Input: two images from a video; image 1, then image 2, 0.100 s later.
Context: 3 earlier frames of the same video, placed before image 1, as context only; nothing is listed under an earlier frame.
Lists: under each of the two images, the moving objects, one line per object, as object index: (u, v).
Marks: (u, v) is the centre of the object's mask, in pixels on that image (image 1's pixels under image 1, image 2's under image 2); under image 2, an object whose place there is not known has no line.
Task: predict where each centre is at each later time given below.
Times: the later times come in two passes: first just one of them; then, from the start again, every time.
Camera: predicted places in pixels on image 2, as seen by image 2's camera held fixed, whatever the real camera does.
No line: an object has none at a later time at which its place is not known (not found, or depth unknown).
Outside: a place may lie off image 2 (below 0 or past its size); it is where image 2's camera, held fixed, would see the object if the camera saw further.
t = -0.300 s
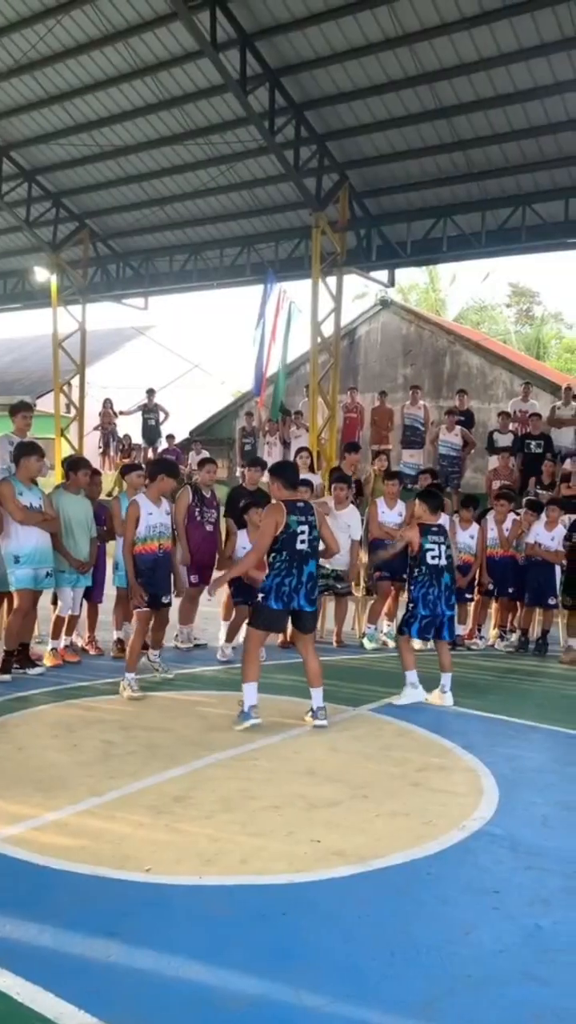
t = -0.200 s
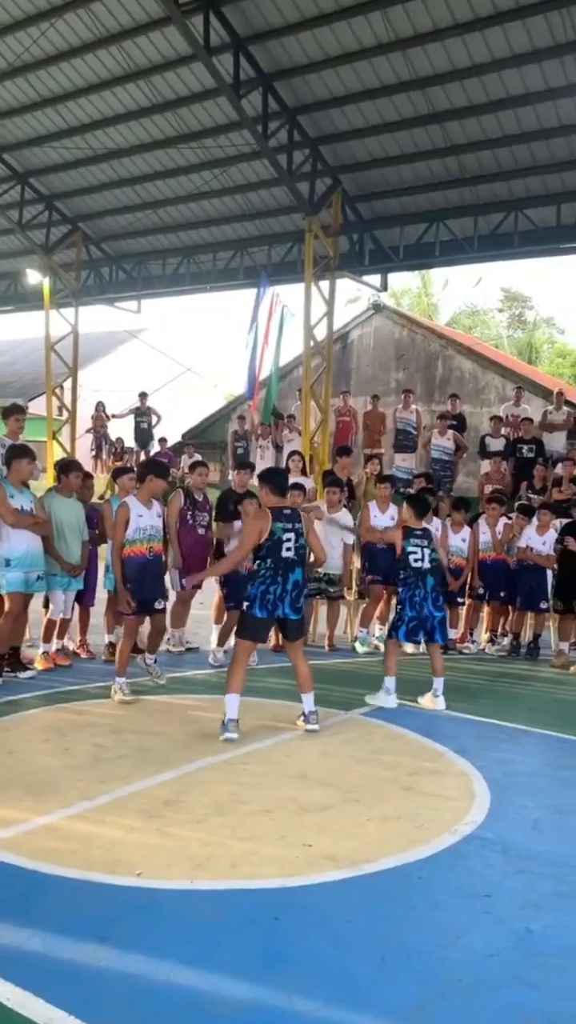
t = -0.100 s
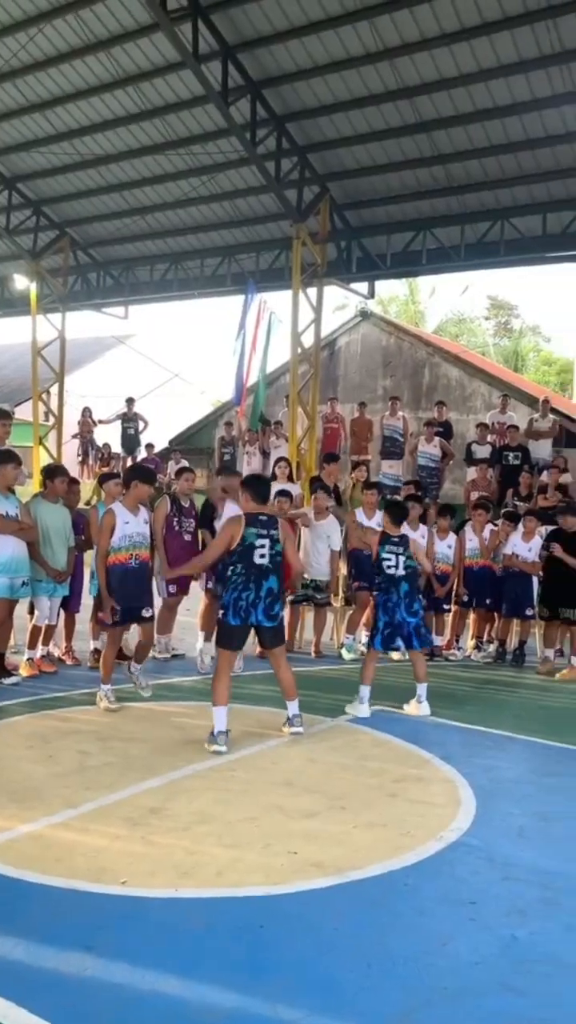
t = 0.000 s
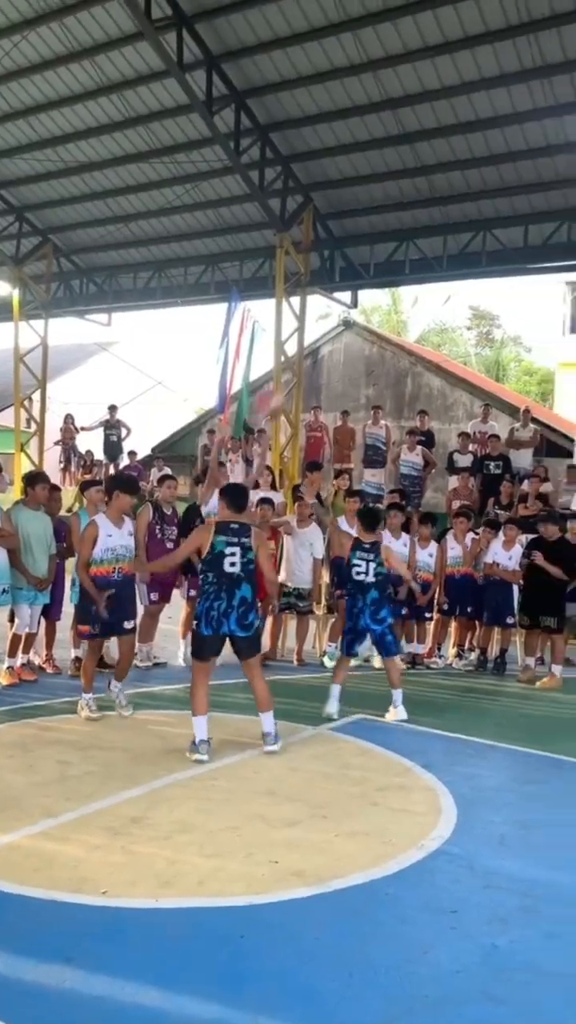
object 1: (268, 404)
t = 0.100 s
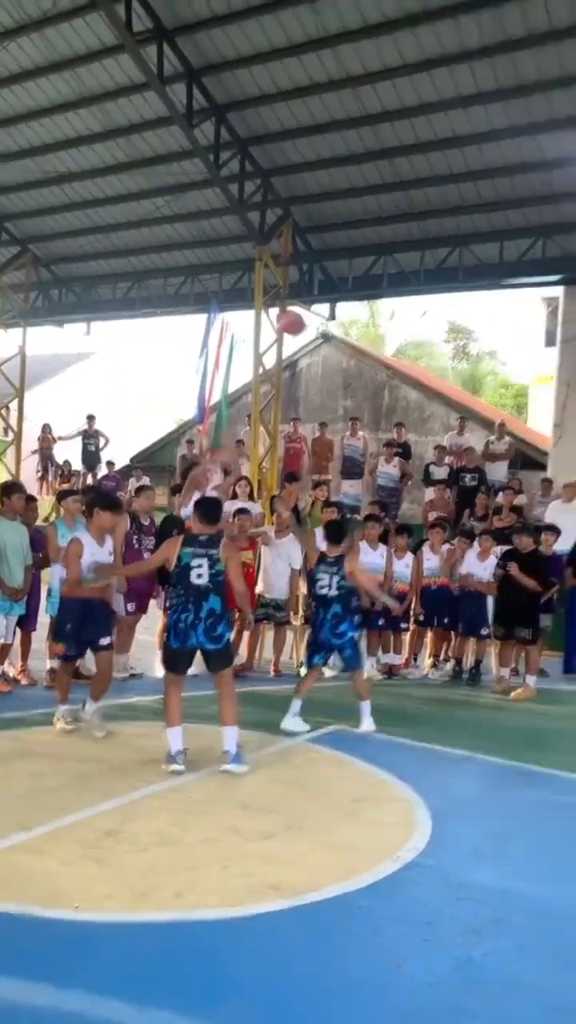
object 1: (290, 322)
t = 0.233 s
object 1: (351, 205)
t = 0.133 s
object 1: (305, 292)
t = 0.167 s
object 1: (320, 262)
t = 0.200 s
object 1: (335, 233)
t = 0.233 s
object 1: (351, 205)
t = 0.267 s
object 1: (368, 177)
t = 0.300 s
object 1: (385, 150)
